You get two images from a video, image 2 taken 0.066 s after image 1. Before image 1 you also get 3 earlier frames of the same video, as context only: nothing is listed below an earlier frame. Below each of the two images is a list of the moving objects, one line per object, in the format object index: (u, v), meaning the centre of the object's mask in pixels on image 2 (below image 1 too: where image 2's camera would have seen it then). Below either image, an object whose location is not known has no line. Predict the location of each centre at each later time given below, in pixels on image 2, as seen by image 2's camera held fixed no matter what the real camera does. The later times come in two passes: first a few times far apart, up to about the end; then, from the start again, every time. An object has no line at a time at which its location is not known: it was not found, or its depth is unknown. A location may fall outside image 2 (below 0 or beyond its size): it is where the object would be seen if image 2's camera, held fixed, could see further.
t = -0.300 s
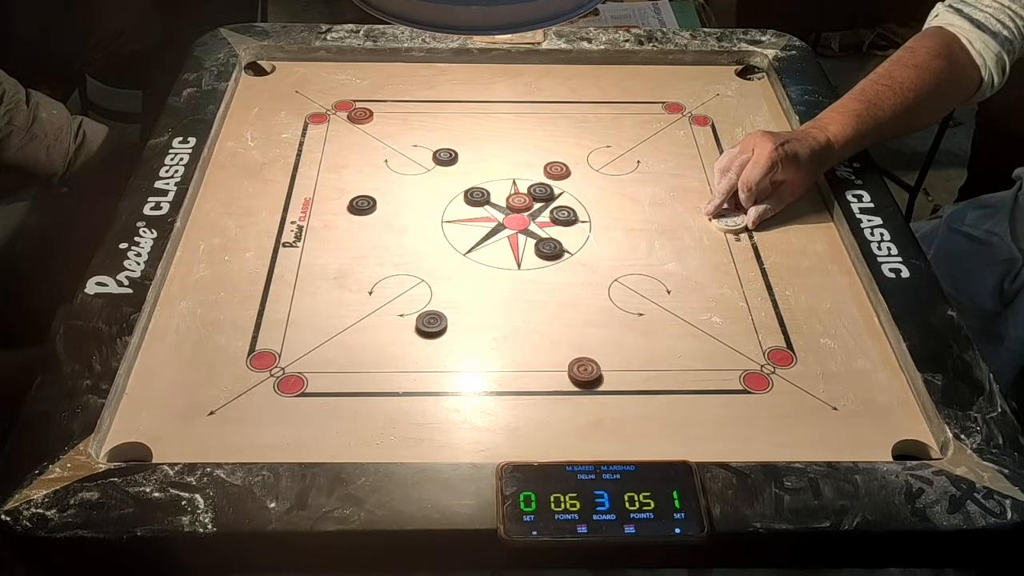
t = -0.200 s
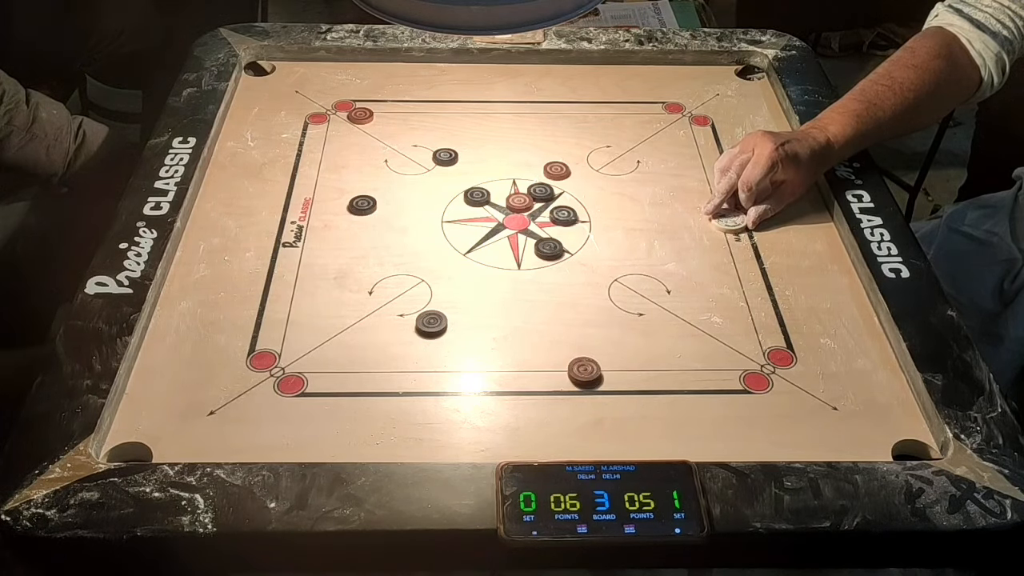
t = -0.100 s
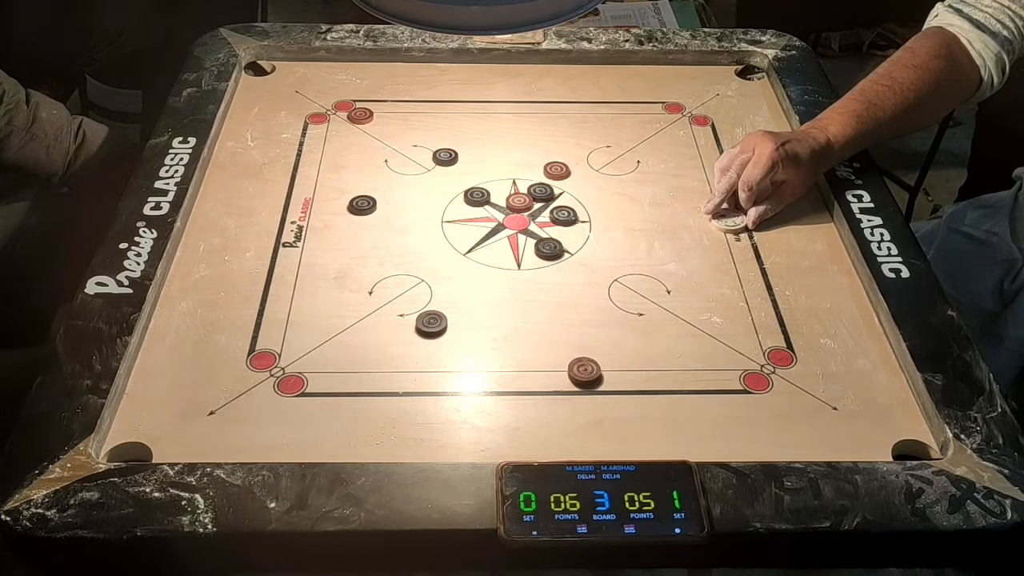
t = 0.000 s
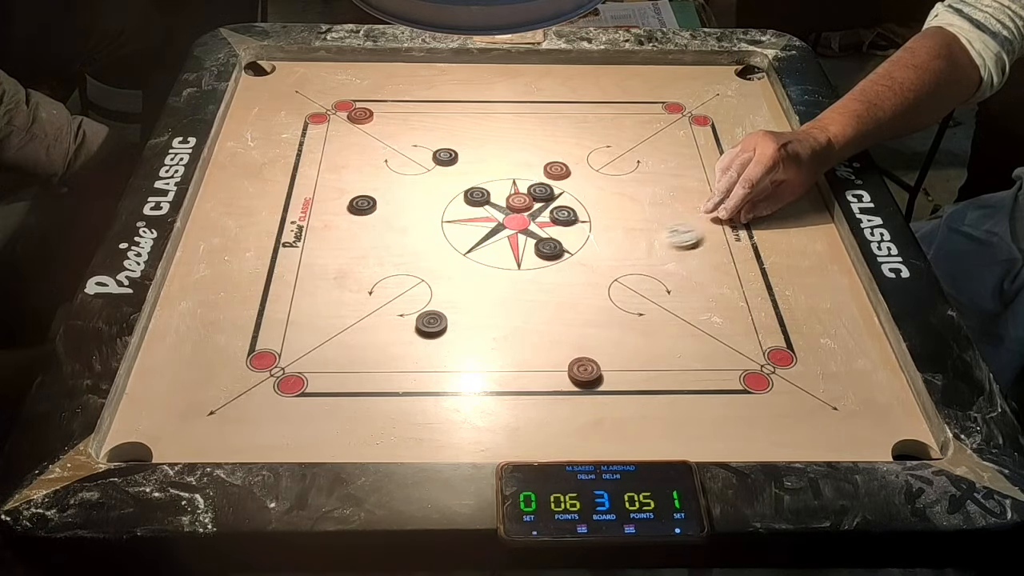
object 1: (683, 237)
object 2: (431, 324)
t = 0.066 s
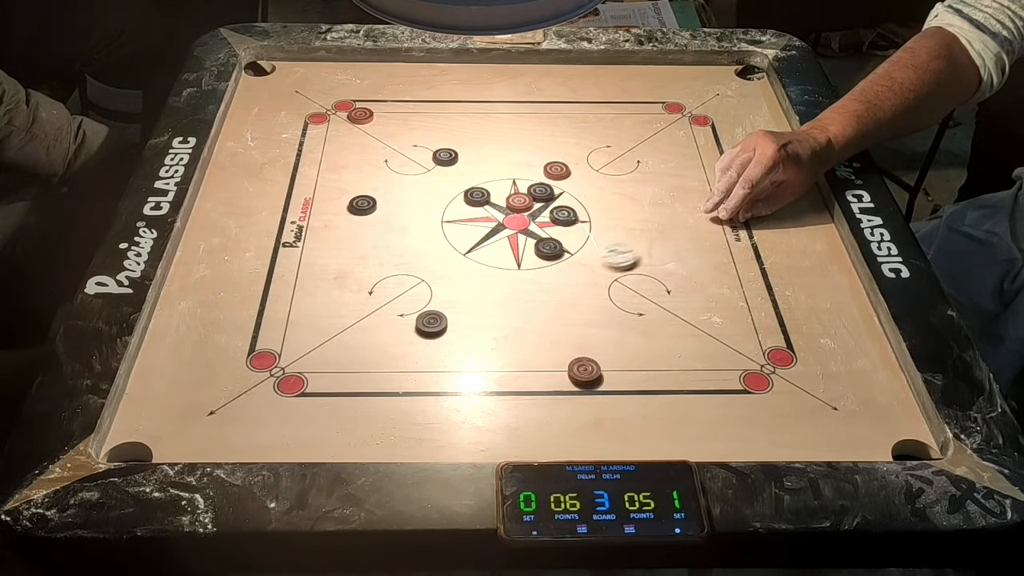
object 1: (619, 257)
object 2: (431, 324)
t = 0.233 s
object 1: (472, 306)
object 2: (431, 324)
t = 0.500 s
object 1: (392, 326)
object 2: (200, 427)
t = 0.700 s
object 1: (389, 326)
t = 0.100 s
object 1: (589, 267)
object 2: (431, 324)
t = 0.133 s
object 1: (559, 278)
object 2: (431, 324)
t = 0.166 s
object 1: (529, 287)
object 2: (431, 324)
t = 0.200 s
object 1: (500, 297)
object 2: (431, 324)
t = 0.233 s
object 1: (472, 306)
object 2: (431, 324)
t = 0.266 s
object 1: (452, 311)
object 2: (410, 333)
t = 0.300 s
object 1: (438, 314)
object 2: (376, 348)
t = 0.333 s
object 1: (427, 317)
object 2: (344, 362)
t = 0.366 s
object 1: (417, 319)
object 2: (313, 377)
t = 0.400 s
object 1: (408, 322)
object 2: (283, 390)
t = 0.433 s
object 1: (401, 323)
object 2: (253, 404)
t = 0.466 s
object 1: (396, 325)
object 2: (226, 415)
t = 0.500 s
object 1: (392, 326)
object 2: (200, 427)
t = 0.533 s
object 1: (390, 326)
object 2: (177, 437)
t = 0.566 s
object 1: (389, 327)
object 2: (159, 444)
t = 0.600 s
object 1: (389, 327)
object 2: (142, 450)
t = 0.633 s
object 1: (389, 327)
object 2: (130, 453)
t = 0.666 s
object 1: (389, 326)
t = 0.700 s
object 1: (389, 326)
